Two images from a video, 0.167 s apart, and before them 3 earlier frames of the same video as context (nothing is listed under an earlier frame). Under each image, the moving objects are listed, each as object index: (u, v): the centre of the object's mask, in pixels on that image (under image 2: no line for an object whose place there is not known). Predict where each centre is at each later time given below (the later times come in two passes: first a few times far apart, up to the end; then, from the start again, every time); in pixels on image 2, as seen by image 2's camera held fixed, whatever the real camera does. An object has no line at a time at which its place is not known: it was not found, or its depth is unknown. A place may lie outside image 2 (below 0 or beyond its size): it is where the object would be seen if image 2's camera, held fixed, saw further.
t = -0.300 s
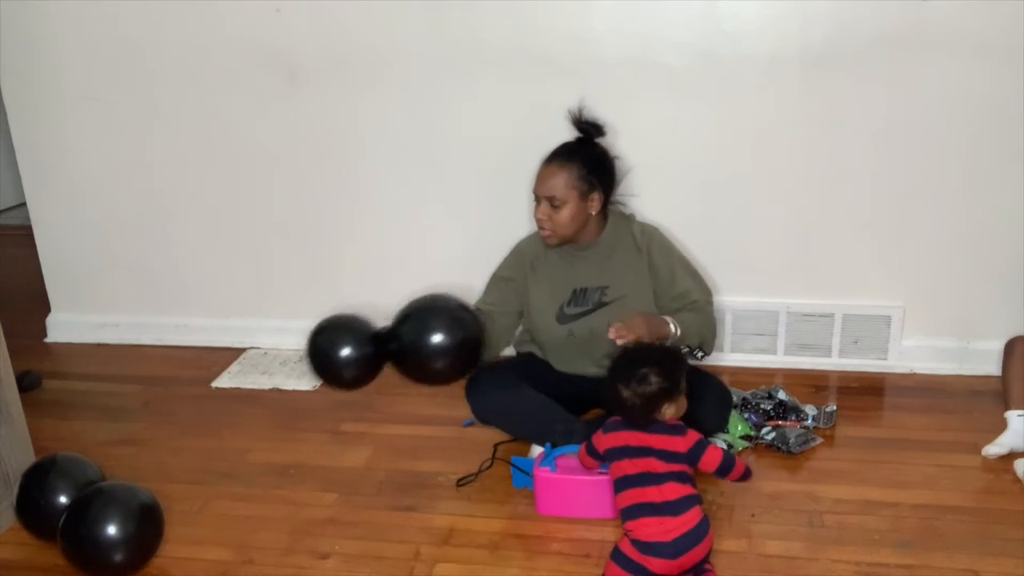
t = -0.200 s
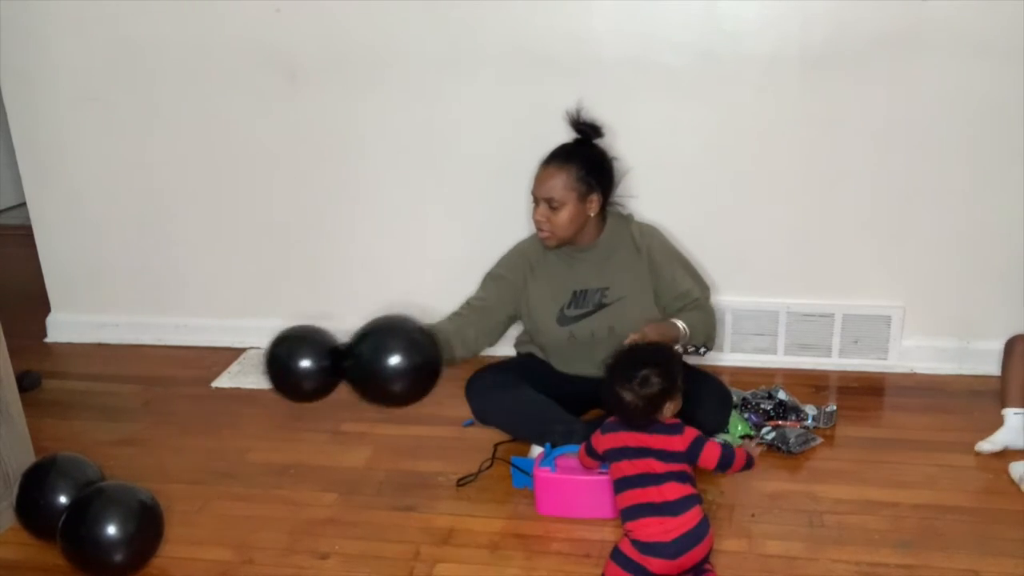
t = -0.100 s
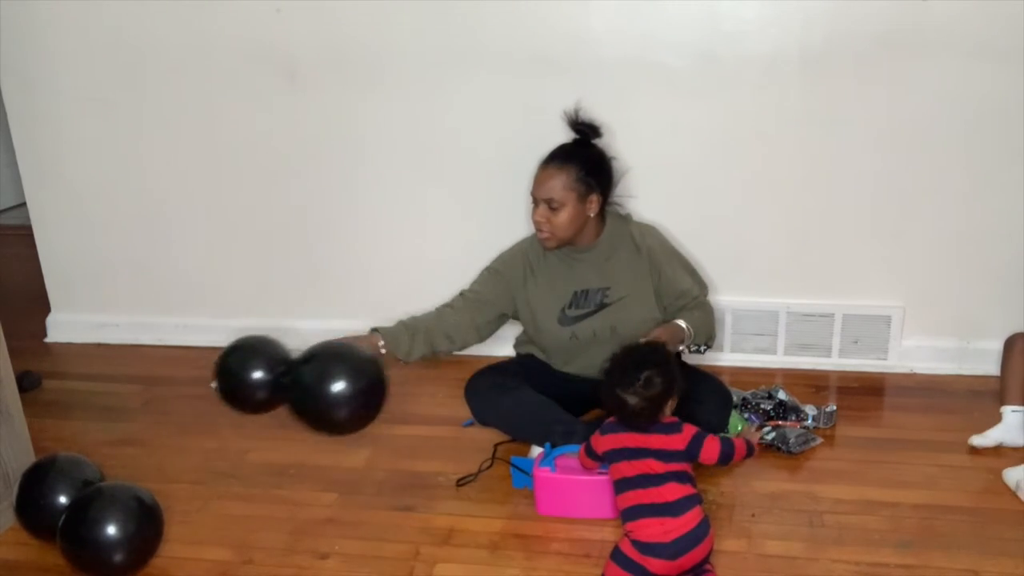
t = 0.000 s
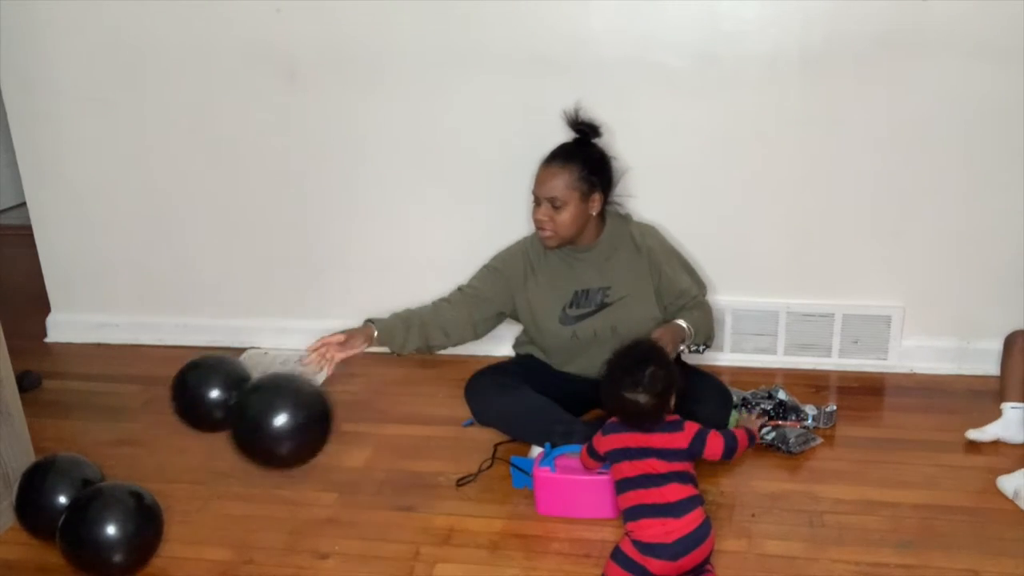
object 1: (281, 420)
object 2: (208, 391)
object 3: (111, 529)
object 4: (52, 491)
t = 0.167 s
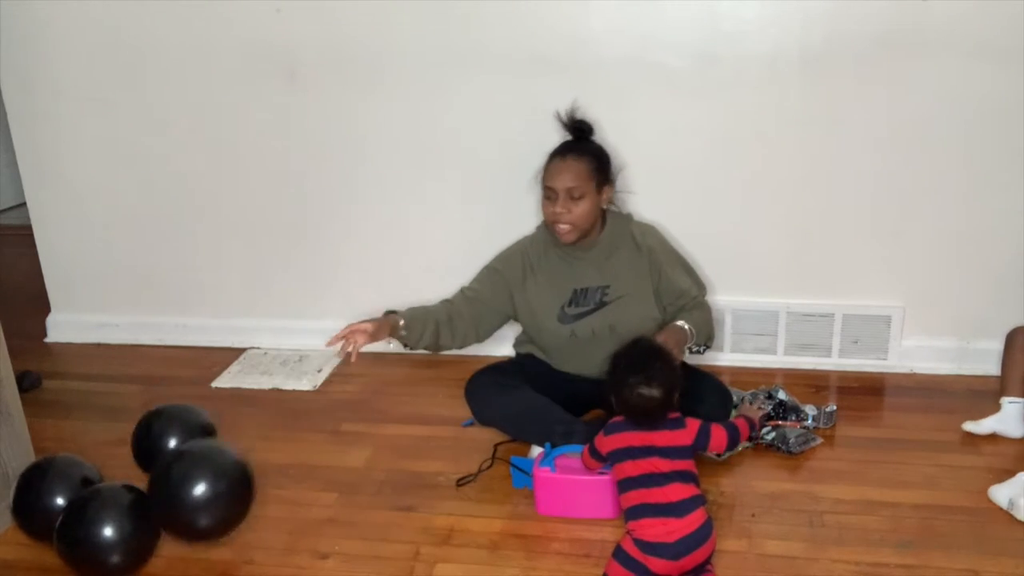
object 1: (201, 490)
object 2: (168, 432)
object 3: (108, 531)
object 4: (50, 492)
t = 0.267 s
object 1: (205, 516)
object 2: (158, 474)
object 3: (68, 533)
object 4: (43, 480)
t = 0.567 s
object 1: (227, 516)
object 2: (151, 474)
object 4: (35, 503)
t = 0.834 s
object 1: (242, 524)
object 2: (146, 523)
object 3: (15, 551)
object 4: (33, 501)
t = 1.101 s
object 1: (246, 528)
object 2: (144, 544)
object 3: (25, 548)
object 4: (35, 496)
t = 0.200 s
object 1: (198, 501)
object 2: (164, 445)
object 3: (99, 533)
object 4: (47, 490)
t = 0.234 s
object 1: (201, 508)
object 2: (161, 459)
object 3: (83, 533)
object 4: (44, 485)
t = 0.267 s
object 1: (205, 516)
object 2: (158, 474)
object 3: (68, 533)
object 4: (43, 480)
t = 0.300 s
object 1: (209, 521)
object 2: (158, 479)
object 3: (53, 535)
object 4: (45, 478)
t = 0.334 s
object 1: (213, 516)
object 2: (158, 474)
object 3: (43, 536)
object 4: (48, 479)
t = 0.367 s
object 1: (216, 512)
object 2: (157, 469)
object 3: (36, 539)
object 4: (49, 483)
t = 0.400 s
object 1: (218, 510)
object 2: (157, 467)
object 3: (29, 543)
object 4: (48, 488)
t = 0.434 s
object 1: (219, 508)
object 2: (155, 464)
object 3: (23, 543)
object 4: (47, 491)
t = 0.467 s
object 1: (221, 508)
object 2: (153, 464)
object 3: (17, 544)
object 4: (45, 494)
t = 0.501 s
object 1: (223, 510)
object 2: (152, 465)
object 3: (11, 547)
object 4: (42, 497)
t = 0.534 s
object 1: (225, 513)
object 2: (151, 469)
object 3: (10, 550)
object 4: (39, 500)
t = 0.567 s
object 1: (227, 516)
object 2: (151, 474)
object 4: (35, 503)
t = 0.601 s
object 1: (229, 522)
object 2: (150, 480)
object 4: (33, 505)
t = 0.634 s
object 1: (232, 526)
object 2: (150, 488)
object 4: (32, 505)
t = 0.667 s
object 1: (235, 529)
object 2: (150, 496)
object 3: (7, 557)
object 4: (32, 504)
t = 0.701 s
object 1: (236, 527)
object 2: (149, 505)
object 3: (9, 556)
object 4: (32, 504)
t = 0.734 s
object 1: (238, 525)
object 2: (148, 517)
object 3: (9, 554)
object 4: (33, 504)
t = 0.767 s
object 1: (238, 523)
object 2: (148, 530)
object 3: (12, 553)
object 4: (33, 503)
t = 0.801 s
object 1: (240, 523)
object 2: (147, 527)
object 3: (13, 552)
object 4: (33, 502)
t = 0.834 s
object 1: (242, 524)
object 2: (146, 523)
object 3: (15, 551)
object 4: (33, 501)
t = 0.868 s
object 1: (243, 526)
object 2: (145, 521)
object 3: (17, 551)
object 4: (33, 501)
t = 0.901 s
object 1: (244, 528)
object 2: (145, 521)
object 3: (18, 550)
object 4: (34, 499)
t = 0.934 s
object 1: (245, 531)
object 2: (146, 522)
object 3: (19, 550)
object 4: (34, 499)
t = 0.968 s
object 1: (246, 530)
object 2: (144, 525)
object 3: (21, 549)
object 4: (34, 498)
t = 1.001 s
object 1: (245, 528)
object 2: (143, 529)
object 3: (22, 549)
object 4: (35, 497)
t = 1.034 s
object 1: (246, 527)
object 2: (143, 534)
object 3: (23, 549)
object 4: (35, 497)
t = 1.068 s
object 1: (246, 527)
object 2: (143, 538)
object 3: (24, 549)
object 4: (35, 496)
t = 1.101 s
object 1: (246, 528)
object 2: (144, 544)
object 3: (25, 548)
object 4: (35, 496)
